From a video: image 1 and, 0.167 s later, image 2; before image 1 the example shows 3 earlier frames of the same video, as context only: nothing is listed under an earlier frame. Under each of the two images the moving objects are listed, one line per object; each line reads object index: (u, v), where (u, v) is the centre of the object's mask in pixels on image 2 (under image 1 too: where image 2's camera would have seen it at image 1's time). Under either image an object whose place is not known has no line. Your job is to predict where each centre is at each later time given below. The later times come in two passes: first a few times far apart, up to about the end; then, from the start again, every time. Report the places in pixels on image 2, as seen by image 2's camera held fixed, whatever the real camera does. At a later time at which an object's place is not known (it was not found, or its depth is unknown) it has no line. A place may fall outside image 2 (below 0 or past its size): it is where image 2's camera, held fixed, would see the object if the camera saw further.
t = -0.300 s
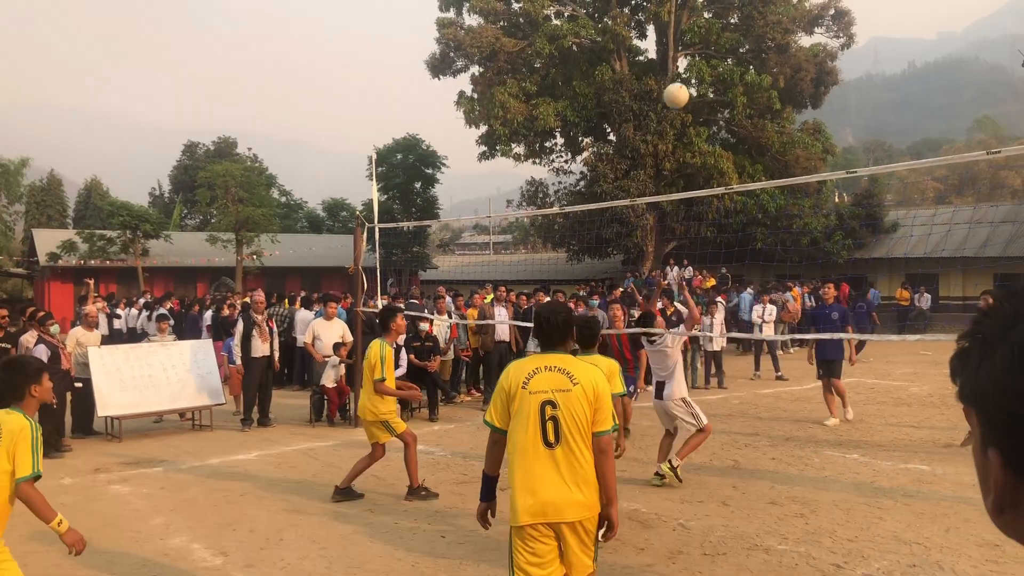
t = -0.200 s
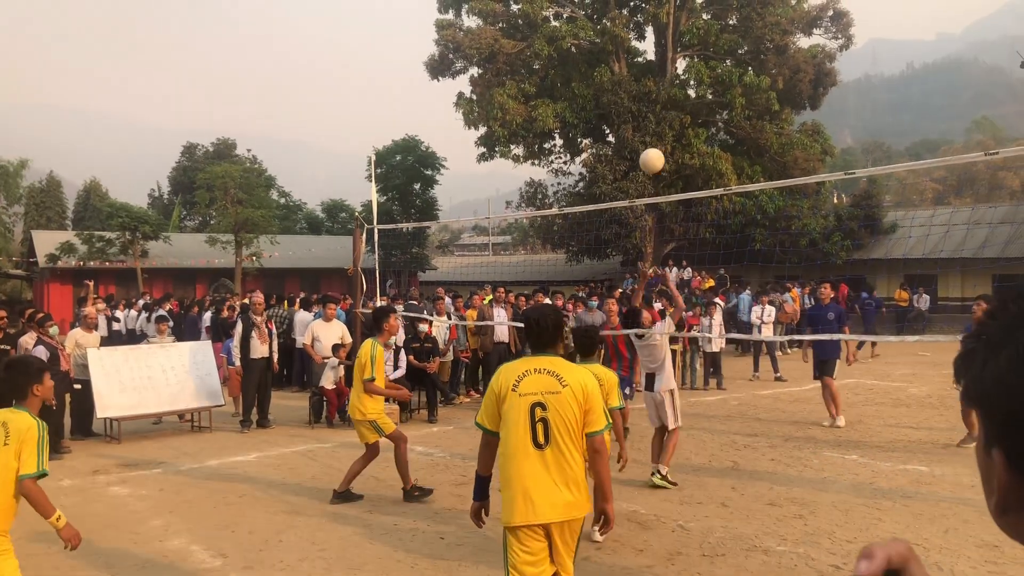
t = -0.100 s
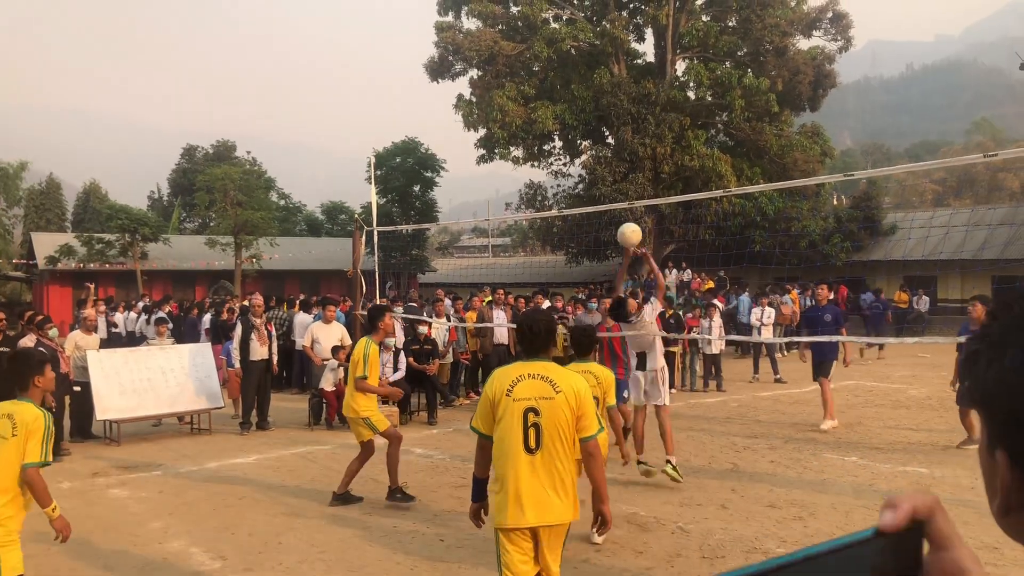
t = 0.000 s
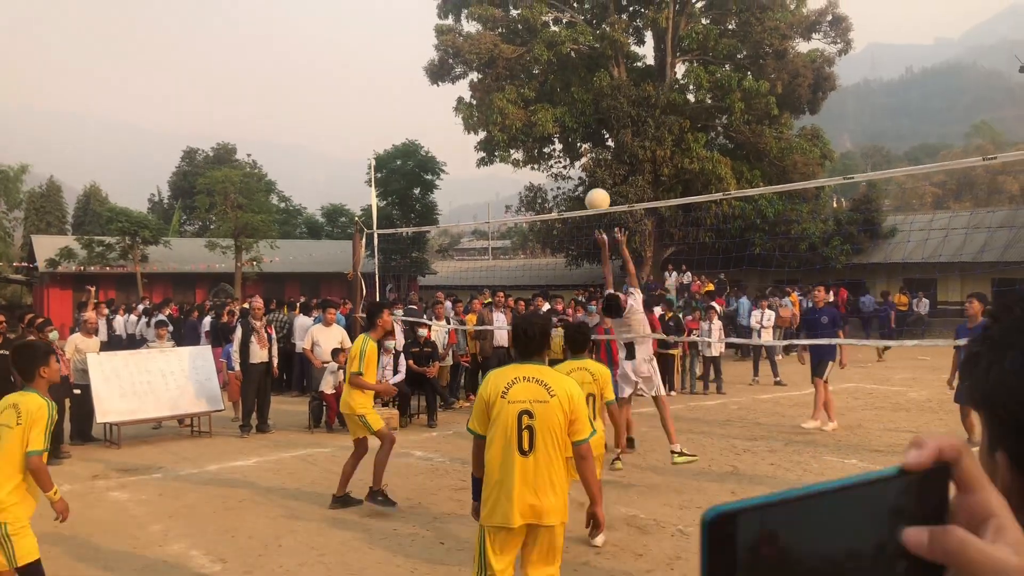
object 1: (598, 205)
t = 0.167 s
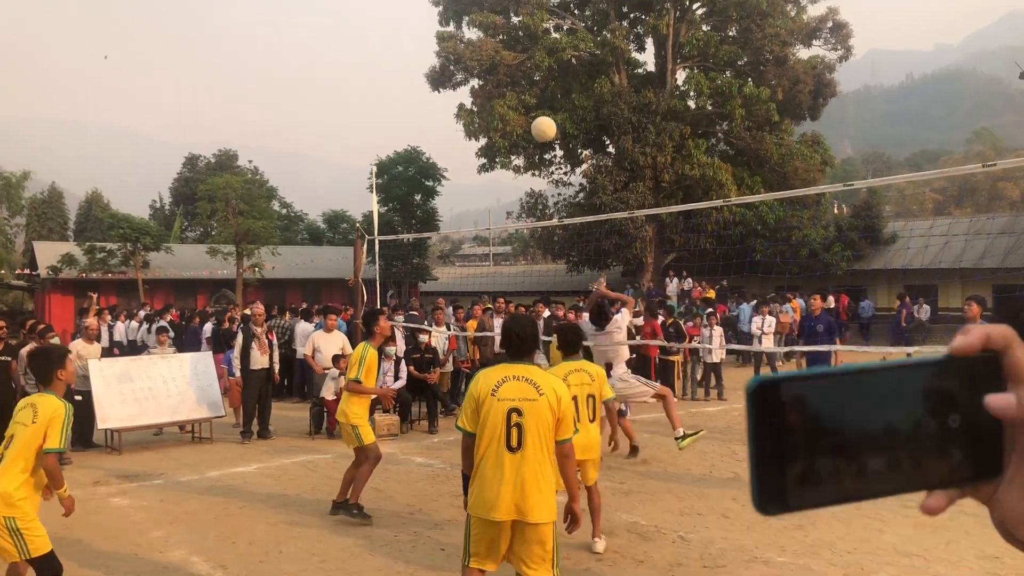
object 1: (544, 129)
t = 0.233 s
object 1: (521, 106)
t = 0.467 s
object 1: (442, 67)
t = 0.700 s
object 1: (361, 96)
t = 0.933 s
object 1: (276, 198)
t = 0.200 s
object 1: (533, 117)
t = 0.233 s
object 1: (521, 106)
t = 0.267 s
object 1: (510, 97)
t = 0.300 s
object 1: (499, 89)
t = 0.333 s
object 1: (488, 82)
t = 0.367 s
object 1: (477, 76)
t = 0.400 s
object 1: (465, 72)
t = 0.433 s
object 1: (454, 69)
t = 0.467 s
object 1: (442, 67)
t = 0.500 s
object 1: (431, 67)
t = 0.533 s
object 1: (419, 69)
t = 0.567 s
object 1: (407, 71)
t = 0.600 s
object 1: (396, 75)
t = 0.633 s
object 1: (384, 81)
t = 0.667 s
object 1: (373, 88)
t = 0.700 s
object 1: (361, 96)
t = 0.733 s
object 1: (349, 106)
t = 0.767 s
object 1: (337, 117)
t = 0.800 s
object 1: (325, 130)
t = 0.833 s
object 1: (313, 144)
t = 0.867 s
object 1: (301, 160)
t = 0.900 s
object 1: (288, 178)
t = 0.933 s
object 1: (276, 198)
